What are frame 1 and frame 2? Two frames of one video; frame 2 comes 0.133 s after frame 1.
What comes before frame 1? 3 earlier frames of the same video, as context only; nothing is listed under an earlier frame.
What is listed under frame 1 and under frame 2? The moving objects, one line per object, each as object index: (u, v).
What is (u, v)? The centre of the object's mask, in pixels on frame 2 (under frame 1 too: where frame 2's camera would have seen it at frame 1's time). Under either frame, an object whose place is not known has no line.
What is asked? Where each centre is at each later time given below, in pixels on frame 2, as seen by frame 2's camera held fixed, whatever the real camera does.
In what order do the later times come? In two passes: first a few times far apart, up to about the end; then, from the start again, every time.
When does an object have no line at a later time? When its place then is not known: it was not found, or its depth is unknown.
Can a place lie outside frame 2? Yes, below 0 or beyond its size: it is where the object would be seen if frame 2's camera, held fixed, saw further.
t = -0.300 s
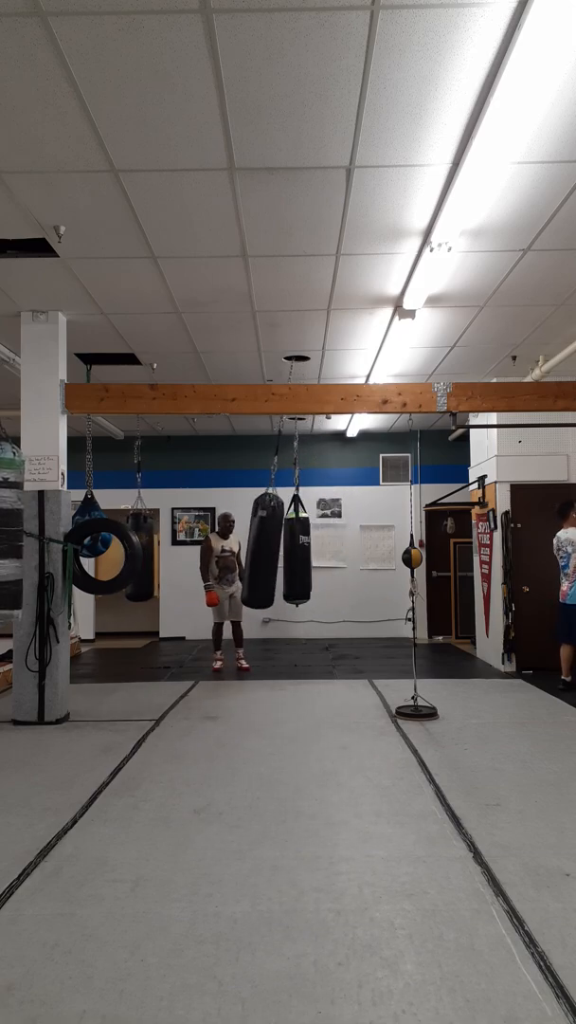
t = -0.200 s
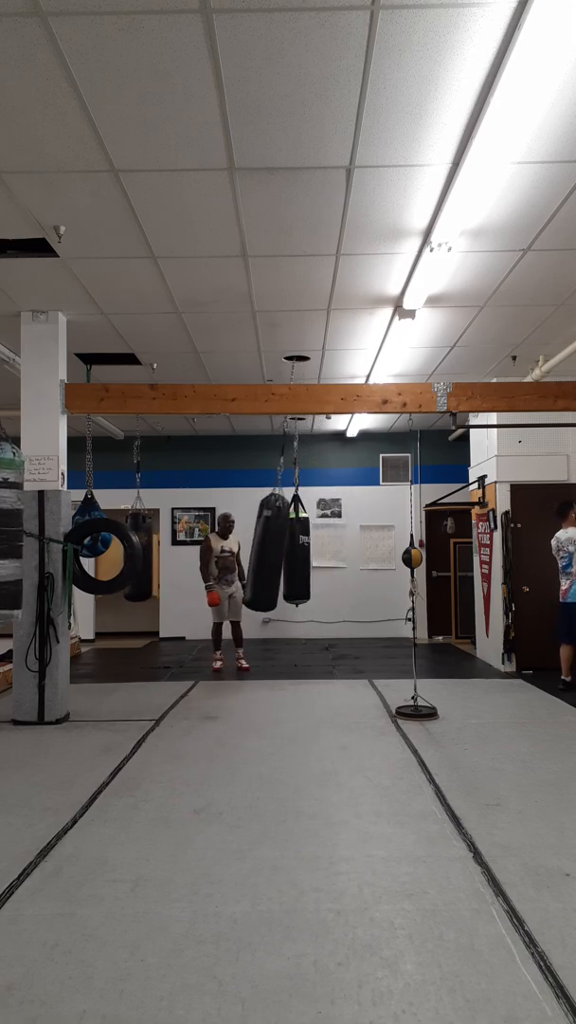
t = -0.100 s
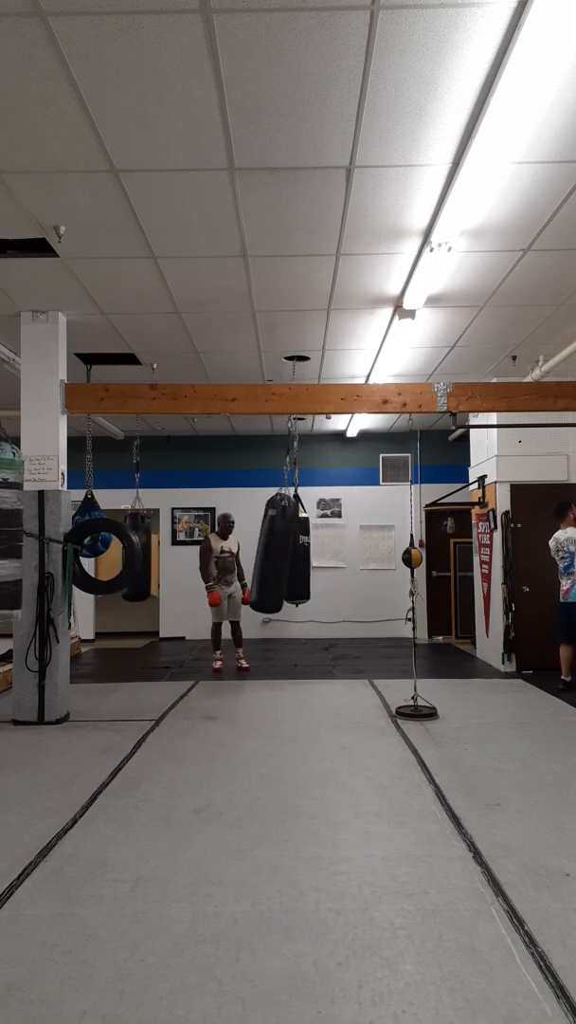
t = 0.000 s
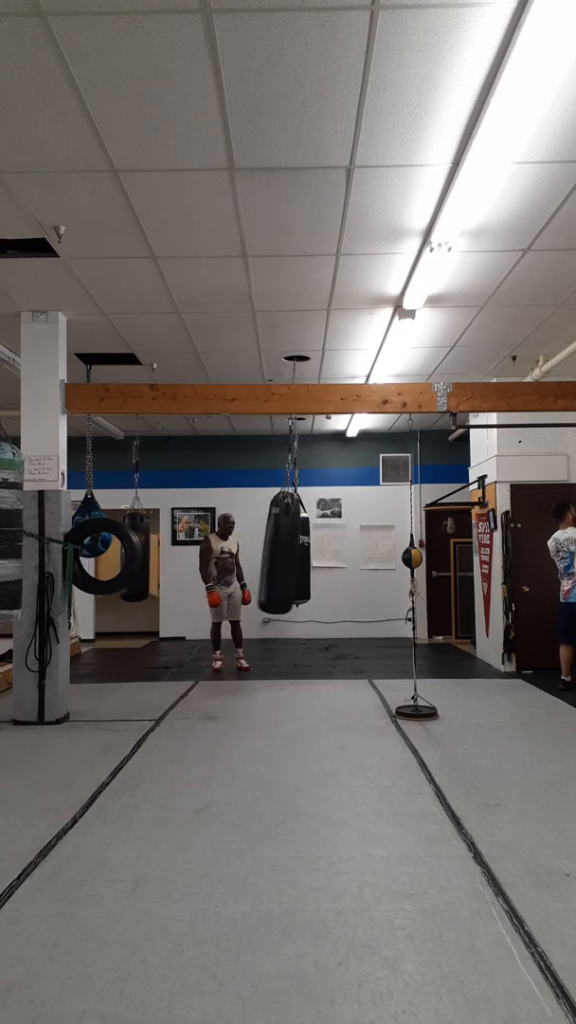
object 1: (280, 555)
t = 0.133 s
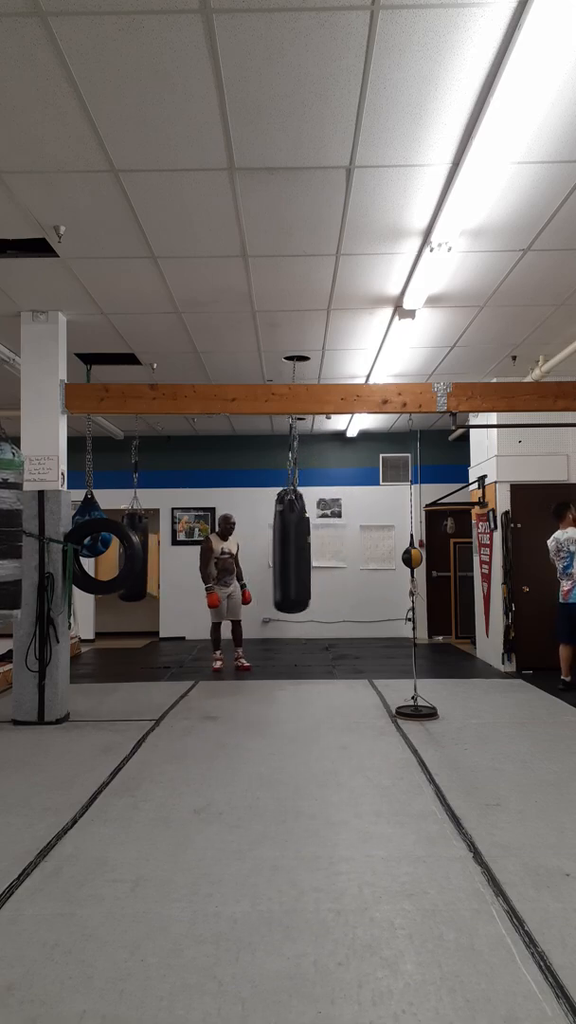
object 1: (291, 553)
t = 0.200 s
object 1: (297, 552)
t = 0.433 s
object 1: (318, 546)
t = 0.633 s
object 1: (334, 541)
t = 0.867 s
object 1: (343, 543)
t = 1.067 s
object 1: (344, 547)
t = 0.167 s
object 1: (294, 552)
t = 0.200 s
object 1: (297, 552)
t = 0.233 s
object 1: (299, 552)
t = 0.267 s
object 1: (303, 551)
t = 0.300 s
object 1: (306, 551)
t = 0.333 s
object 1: (310, 549)
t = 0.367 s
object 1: (313, 548)
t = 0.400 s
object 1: (316, 547)
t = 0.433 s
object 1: (318, 546)
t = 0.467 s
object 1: (322, 545)
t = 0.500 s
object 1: (325, 543)
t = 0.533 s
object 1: (328, 543)
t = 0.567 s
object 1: (330, 542)
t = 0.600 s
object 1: (332, 542)
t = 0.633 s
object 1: (334, 541)
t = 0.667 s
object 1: (336, 541)
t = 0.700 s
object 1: (337, 541)
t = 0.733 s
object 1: (339, 541)
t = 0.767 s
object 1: (340, 541)
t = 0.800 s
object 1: (342, 542)
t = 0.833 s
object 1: (343, 542)
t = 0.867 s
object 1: (343, 543)
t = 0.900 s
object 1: (344, 543)
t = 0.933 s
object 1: (345, 544)
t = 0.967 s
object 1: (345, 545)
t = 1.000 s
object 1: (345, 545)
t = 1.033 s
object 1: (344, 546)
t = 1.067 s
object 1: (344, 547)
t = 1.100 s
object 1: (343, 547)
